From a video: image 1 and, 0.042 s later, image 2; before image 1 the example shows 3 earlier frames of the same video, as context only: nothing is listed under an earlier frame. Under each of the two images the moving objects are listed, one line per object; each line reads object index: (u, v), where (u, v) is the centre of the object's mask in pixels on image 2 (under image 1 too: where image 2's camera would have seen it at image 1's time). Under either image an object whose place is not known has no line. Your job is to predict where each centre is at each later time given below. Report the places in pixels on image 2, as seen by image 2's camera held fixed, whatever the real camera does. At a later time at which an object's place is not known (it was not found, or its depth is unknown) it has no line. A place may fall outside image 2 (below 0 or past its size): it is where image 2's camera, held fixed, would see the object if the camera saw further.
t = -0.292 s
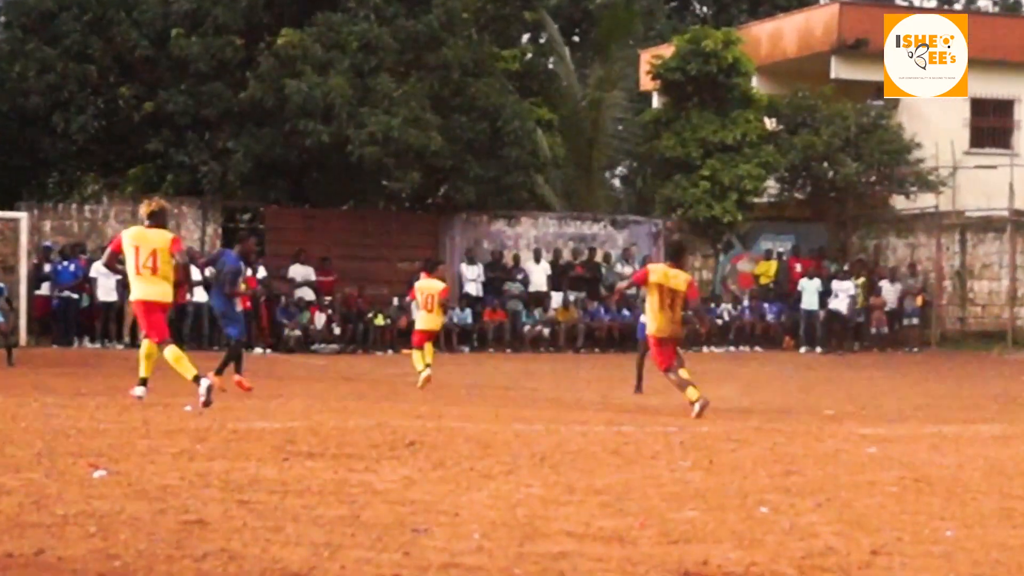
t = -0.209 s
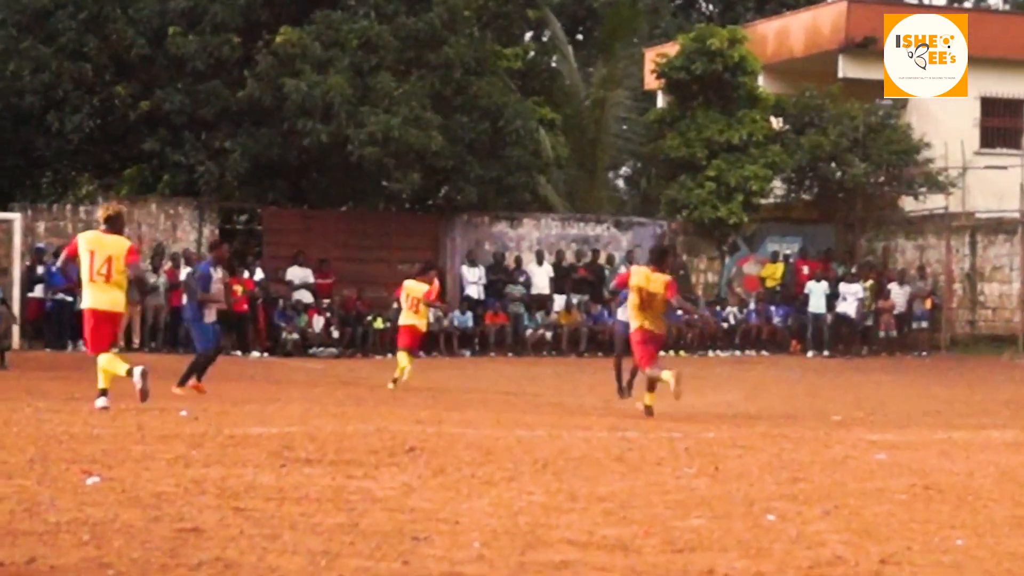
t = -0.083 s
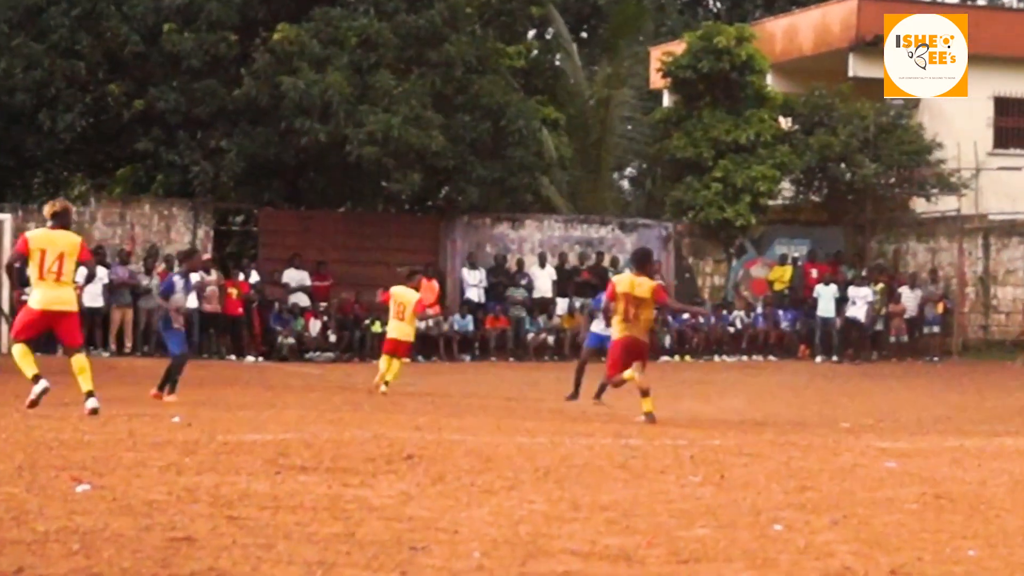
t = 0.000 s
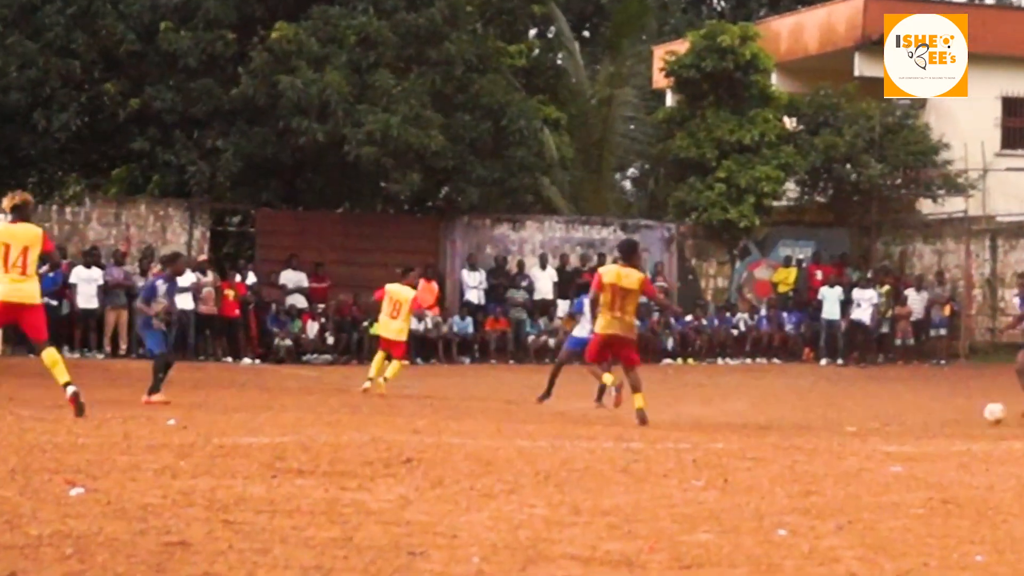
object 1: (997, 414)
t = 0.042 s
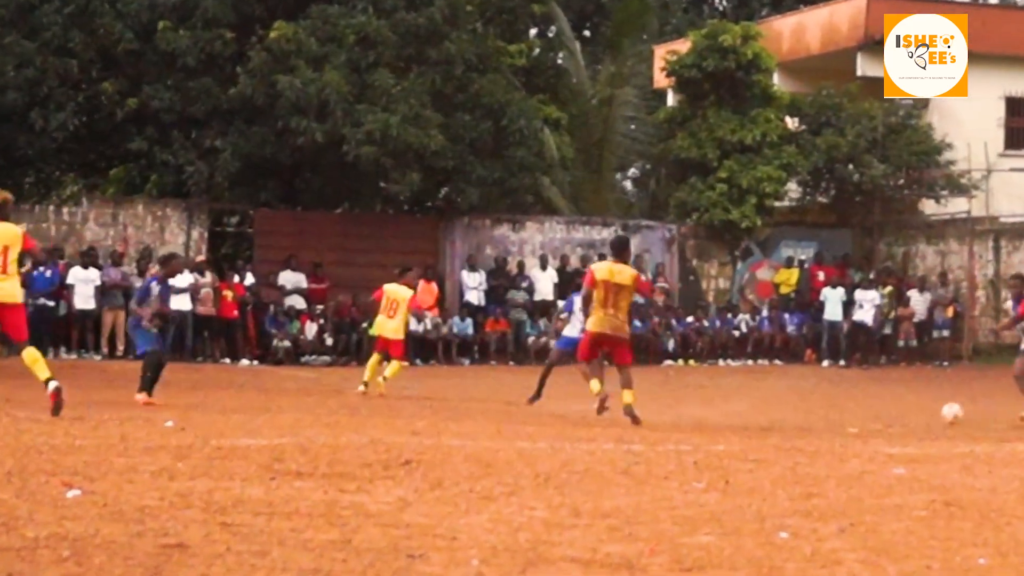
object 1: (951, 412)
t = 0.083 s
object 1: (904, 413)
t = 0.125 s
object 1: (858, 414)
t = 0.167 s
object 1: (814, 415)
